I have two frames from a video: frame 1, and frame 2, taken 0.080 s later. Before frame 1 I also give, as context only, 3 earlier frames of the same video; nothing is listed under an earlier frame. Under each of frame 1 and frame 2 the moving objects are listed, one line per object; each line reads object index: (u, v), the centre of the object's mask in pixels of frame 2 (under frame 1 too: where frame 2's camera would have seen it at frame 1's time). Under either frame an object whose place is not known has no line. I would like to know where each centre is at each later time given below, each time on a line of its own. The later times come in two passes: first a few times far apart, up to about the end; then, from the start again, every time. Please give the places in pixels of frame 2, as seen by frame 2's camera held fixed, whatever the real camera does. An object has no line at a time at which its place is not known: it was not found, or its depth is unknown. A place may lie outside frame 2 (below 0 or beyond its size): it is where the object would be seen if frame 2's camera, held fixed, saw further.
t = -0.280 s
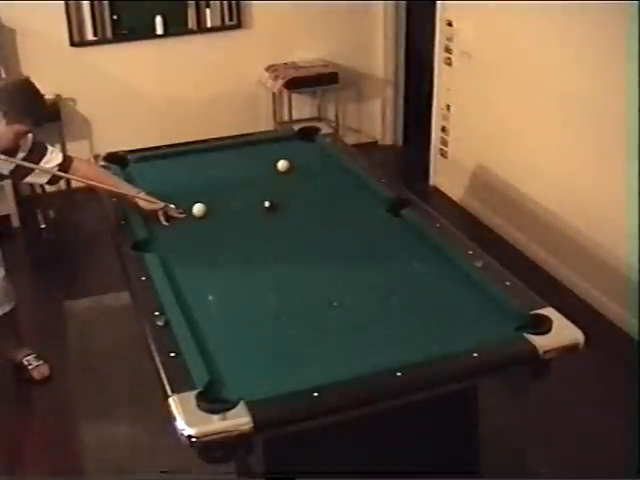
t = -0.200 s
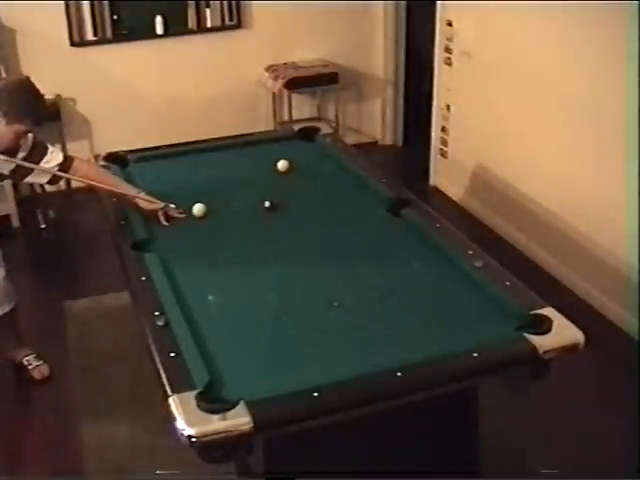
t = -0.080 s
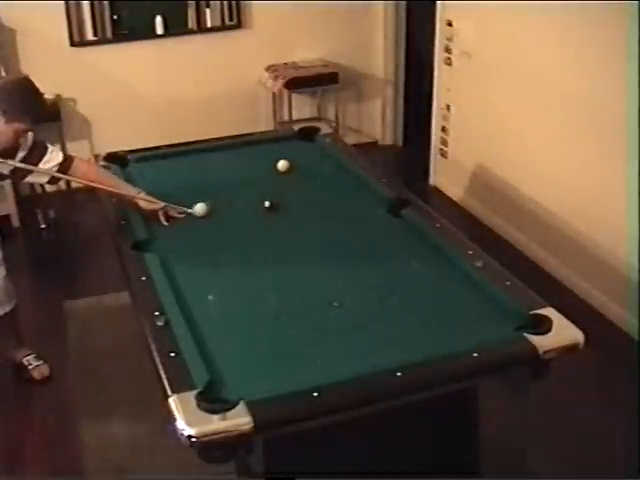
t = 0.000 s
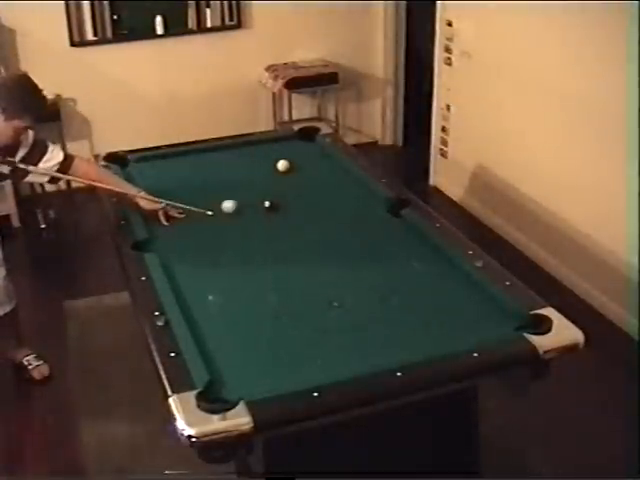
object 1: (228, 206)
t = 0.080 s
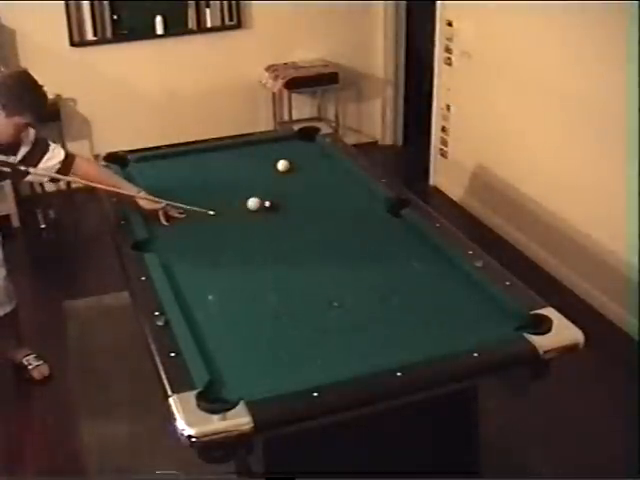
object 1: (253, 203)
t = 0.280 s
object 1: (256, 200)
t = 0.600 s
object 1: (256, 196)
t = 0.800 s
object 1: (257, 193)
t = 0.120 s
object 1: (255, 203)
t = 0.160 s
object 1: (255, 202)
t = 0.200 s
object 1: (256, 201)
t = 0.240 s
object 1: (256, 201)
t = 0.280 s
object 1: (256, 200)
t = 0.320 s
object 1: (256, 200)
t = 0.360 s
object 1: (256, 199)
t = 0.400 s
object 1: (256, 198)
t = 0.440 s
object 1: (256, 197)
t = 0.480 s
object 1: (256, 197)
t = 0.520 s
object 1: (256, 196)
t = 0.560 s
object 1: (256, 196)
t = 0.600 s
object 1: (256, 196)
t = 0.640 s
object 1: (257, 195)
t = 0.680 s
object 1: (257, 195)
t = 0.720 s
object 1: (257, 194)
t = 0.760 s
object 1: (257, 194)
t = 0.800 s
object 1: (257, 193)
